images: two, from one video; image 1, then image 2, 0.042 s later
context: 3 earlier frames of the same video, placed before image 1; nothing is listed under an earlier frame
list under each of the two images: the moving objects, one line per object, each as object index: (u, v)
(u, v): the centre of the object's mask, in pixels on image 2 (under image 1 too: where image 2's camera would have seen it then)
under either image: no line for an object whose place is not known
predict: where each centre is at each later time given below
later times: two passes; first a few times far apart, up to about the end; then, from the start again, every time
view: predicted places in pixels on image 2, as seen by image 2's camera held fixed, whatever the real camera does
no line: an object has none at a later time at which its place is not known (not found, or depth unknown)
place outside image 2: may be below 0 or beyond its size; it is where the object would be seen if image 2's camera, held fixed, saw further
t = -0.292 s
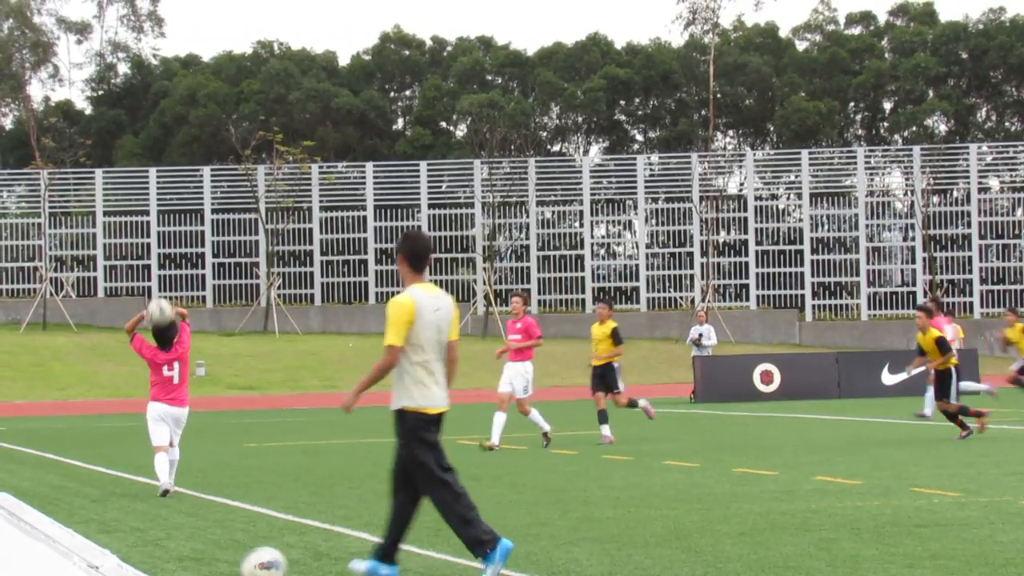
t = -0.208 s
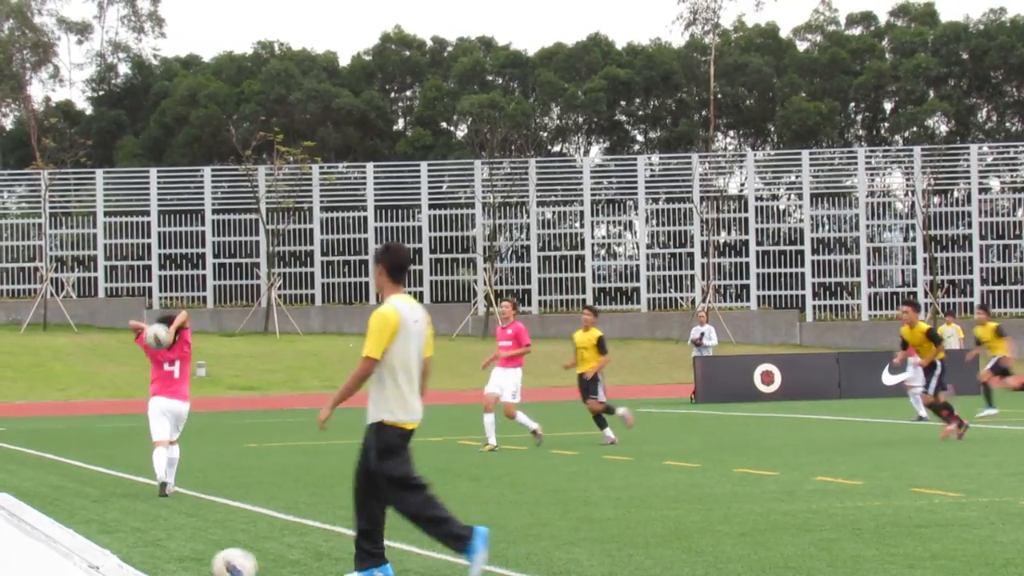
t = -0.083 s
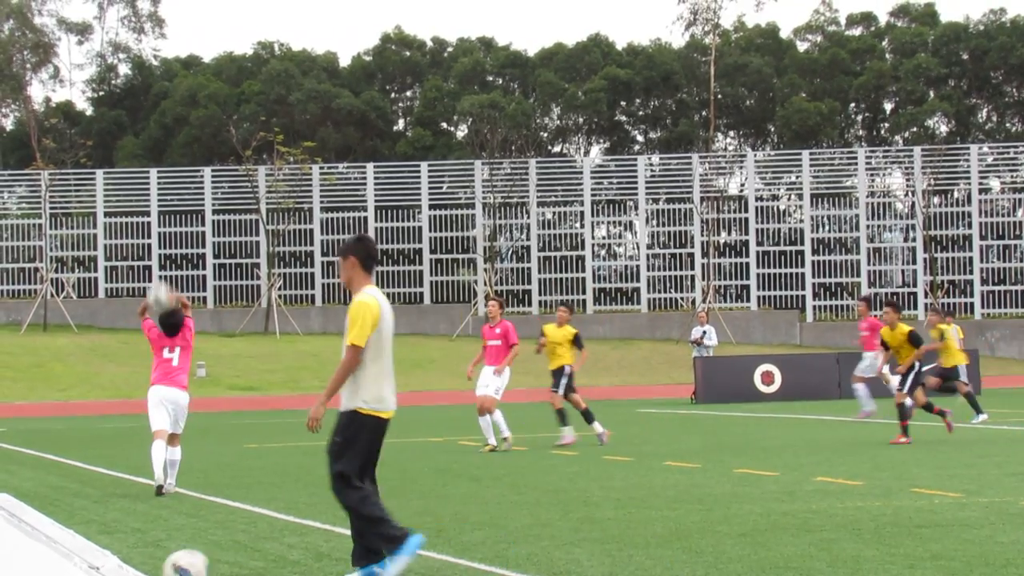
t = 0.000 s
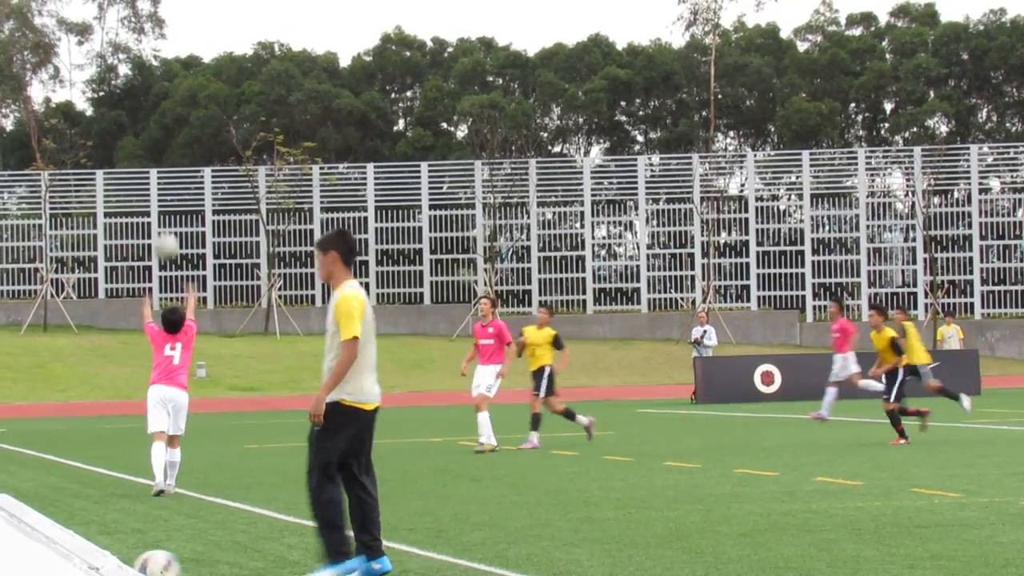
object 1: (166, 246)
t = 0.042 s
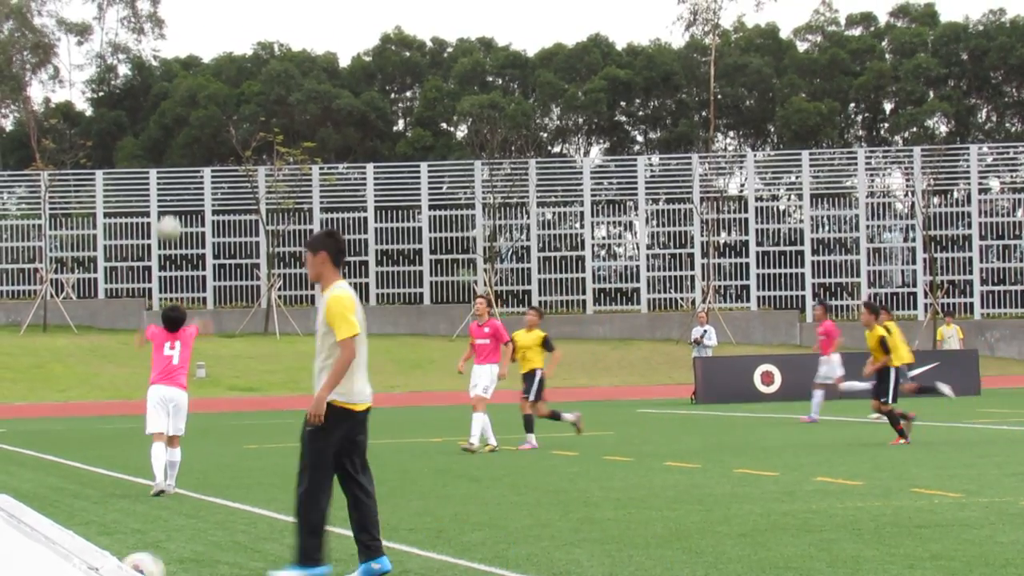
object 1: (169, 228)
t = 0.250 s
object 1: (182, 173)
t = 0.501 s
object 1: (195, 171)
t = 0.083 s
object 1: (171, 212)
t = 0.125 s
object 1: (174, 199)
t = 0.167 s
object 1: (177, 189)
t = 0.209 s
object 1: (179, 179)
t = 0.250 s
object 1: (182, 173)
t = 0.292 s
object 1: (184, 168)
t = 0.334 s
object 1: (187, 166)
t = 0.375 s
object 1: (189, 164)
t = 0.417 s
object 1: (191, 165)
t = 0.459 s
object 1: (194, 167)
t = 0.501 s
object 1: (195, 171)
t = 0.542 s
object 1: (197, 176)
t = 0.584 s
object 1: (199, 183)
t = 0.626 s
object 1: (202, 191)
